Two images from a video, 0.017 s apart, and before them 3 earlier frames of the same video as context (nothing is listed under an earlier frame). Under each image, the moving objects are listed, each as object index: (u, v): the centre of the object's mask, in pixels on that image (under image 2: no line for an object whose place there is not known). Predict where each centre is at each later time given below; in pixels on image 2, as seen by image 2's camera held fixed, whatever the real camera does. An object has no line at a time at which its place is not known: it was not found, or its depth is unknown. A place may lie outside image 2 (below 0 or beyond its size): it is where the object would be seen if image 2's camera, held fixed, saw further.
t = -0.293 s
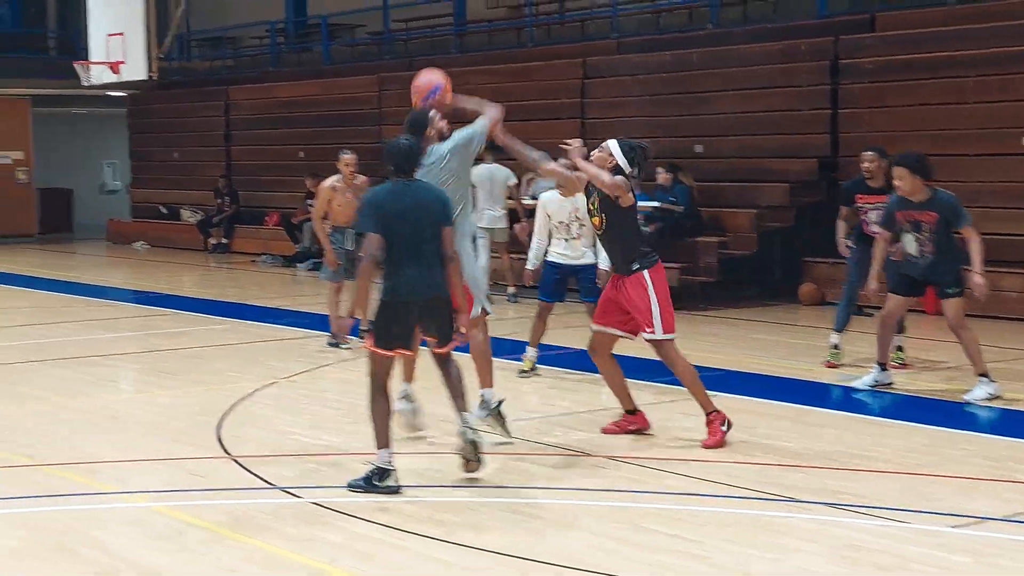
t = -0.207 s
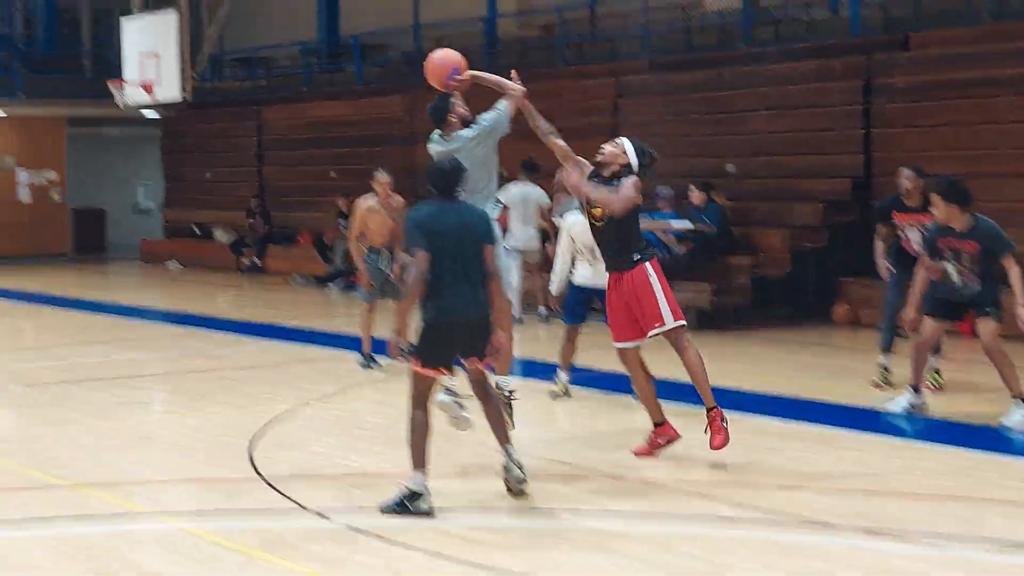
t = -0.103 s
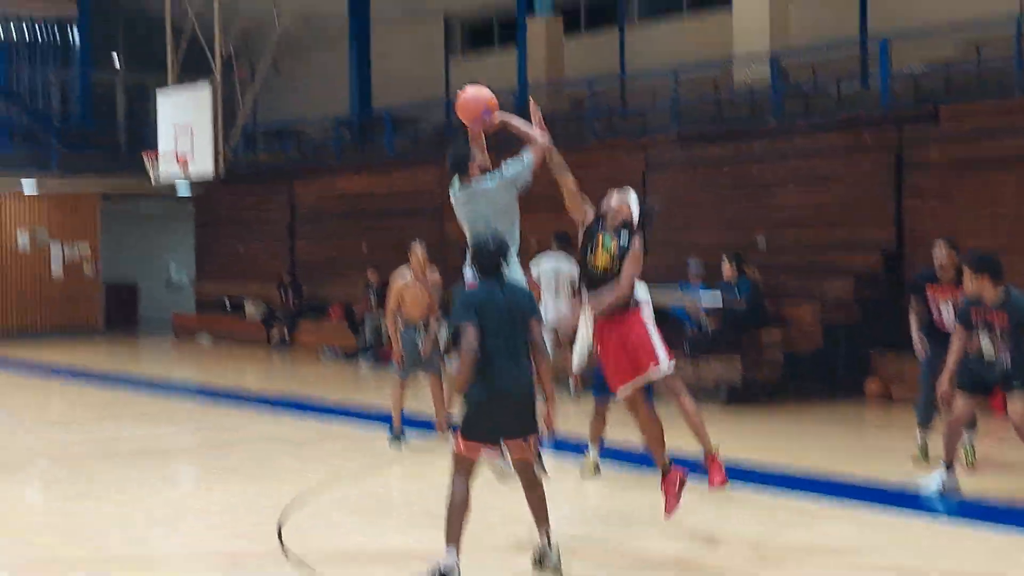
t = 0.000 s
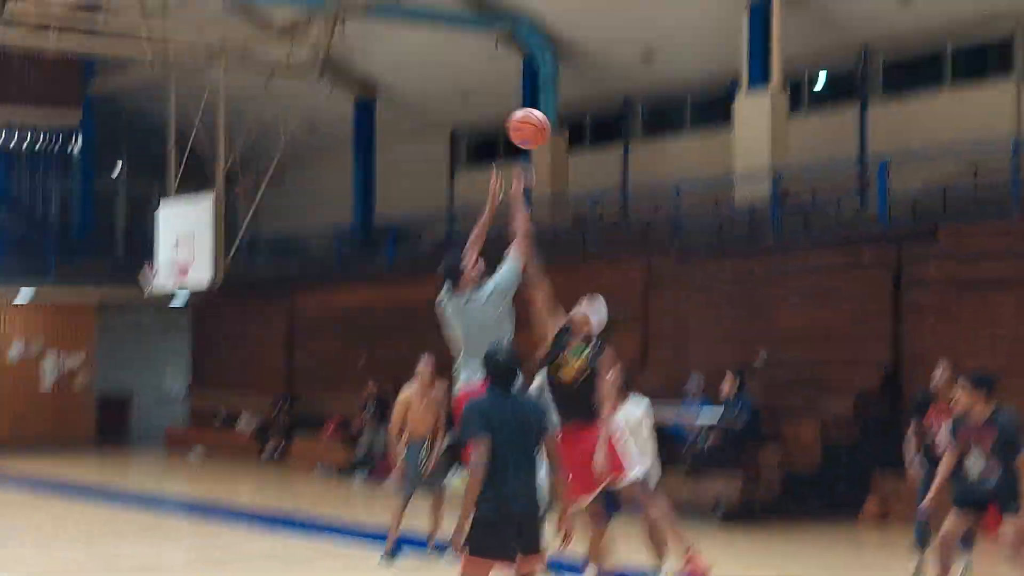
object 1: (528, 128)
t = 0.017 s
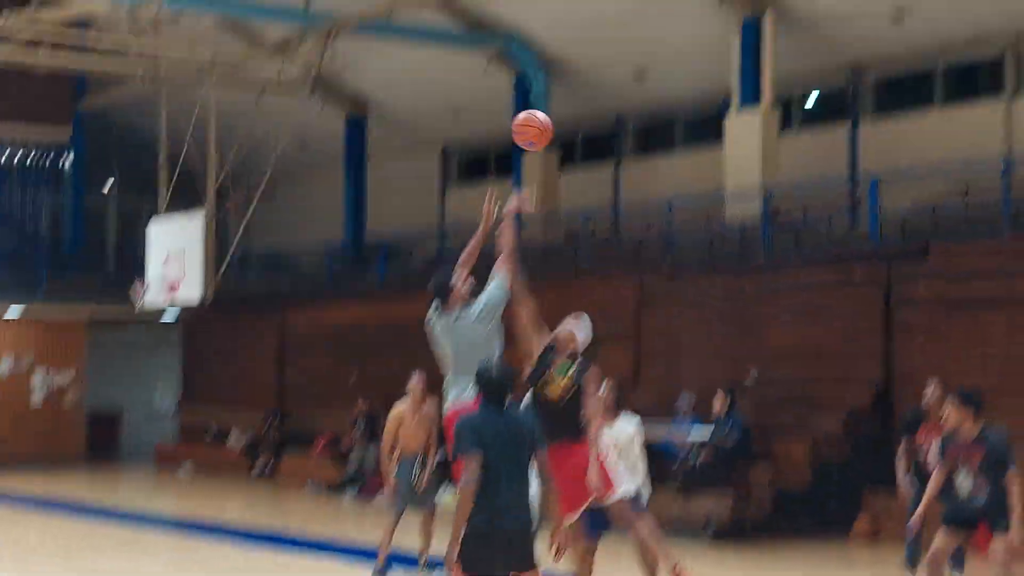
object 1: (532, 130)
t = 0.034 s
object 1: (544, 115)
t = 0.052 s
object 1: (556, 100)
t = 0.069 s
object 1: (567, 86)
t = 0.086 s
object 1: (578, 73)
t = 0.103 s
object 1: (591, 59)
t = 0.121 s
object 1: (602, 46)
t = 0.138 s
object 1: (614, 34)
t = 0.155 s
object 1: (625, 23)
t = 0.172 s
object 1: (637, 12)
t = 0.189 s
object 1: (647, 0)
